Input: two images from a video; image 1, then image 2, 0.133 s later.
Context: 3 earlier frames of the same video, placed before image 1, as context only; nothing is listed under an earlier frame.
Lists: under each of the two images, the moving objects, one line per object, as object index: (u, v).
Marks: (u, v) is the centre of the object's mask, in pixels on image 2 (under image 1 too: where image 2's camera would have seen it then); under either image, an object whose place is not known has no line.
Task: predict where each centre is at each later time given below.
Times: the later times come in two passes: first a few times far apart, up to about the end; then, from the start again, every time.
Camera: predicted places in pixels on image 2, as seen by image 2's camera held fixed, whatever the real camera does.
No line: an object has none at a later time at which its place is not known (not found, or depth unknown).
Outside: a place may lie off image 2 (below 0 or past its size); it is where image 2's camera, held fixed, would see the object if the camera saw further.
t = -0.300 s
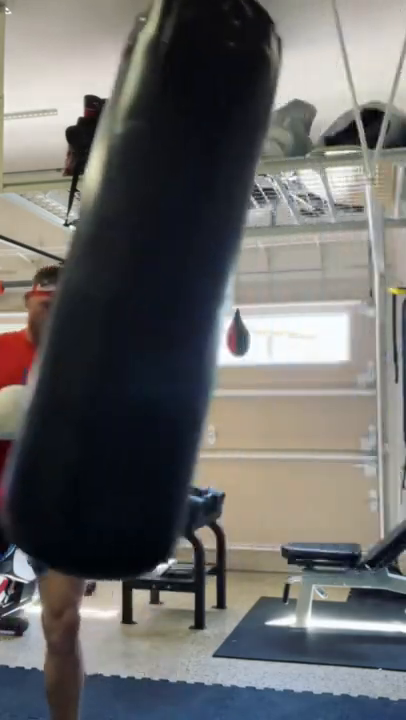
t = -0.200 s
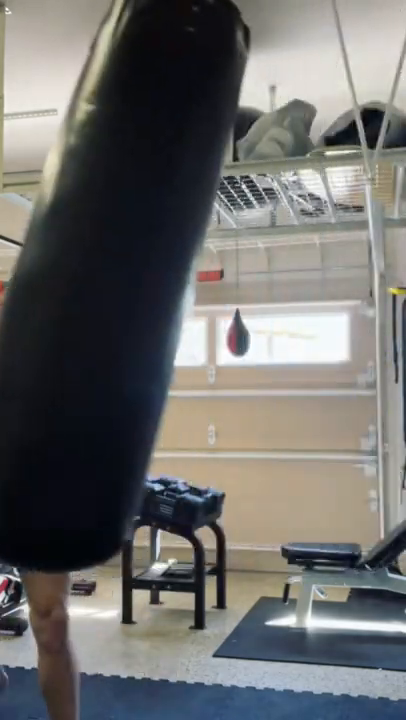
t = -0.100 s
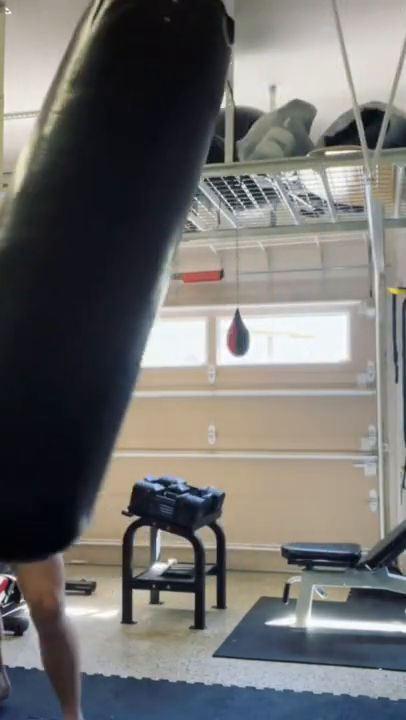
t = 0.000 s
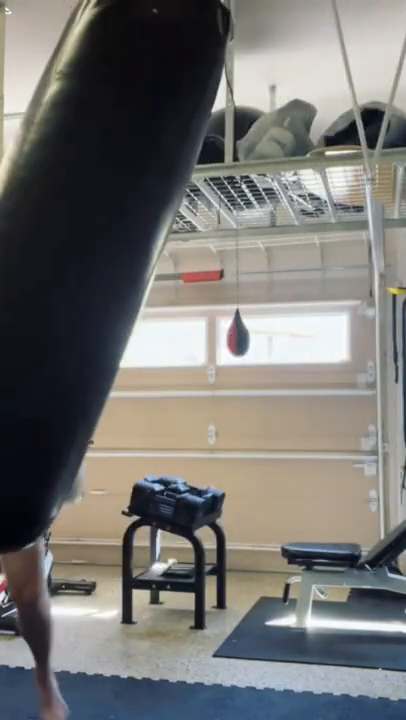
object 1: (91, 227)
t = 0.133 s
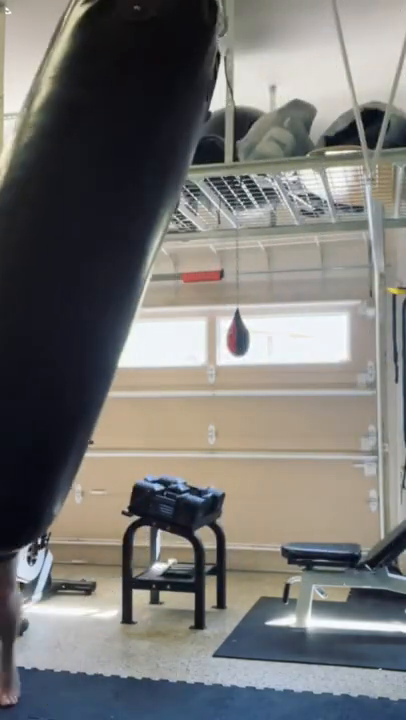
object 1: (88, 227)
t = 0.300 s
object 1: (100, 258)
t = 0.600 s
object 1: (199, 300)
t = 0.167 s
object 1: (88, 232)
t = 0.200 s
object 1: (89, 237)
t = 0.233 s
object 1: (92, 241)
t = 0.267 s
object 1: (96, 249)
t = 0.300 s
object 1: (100, 258)
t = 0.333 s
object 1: (106, 266)
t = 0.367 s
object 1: (114, 271)
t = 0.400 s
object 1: (121, 280)
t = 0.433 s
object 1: (132, 284)
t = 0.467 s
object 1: (143, 289)
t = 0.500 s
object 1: (157, 290)
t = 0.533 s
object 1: (171, 294)
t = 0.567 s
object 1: (185, 298)
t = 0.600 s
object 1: (199, 300)
